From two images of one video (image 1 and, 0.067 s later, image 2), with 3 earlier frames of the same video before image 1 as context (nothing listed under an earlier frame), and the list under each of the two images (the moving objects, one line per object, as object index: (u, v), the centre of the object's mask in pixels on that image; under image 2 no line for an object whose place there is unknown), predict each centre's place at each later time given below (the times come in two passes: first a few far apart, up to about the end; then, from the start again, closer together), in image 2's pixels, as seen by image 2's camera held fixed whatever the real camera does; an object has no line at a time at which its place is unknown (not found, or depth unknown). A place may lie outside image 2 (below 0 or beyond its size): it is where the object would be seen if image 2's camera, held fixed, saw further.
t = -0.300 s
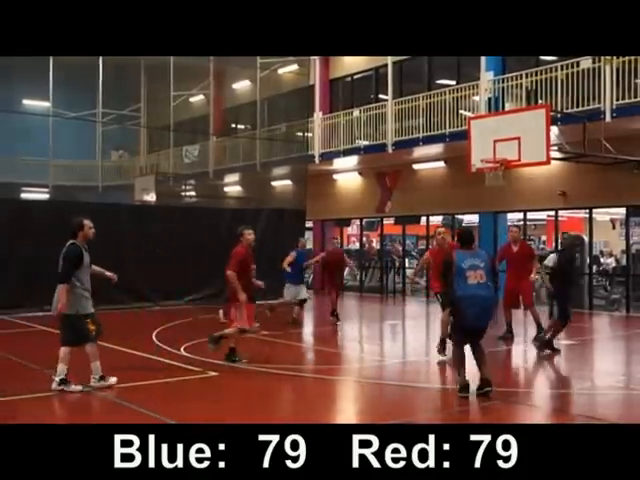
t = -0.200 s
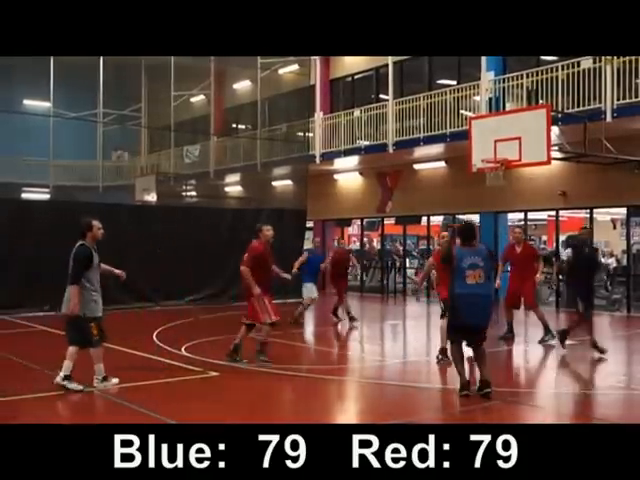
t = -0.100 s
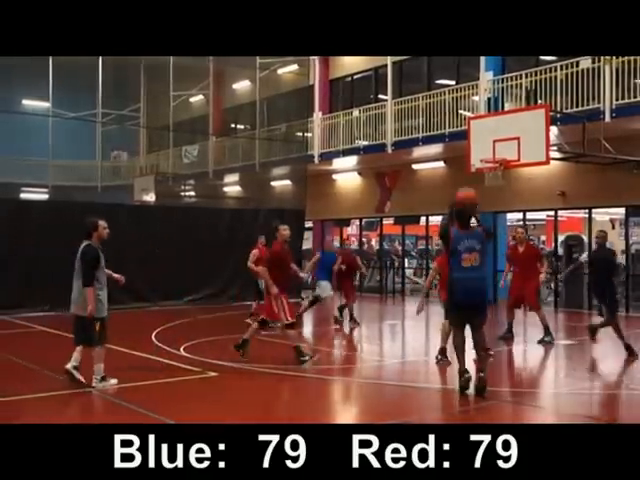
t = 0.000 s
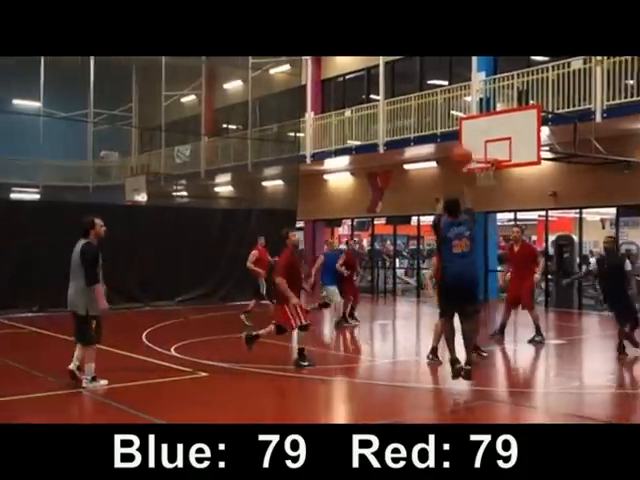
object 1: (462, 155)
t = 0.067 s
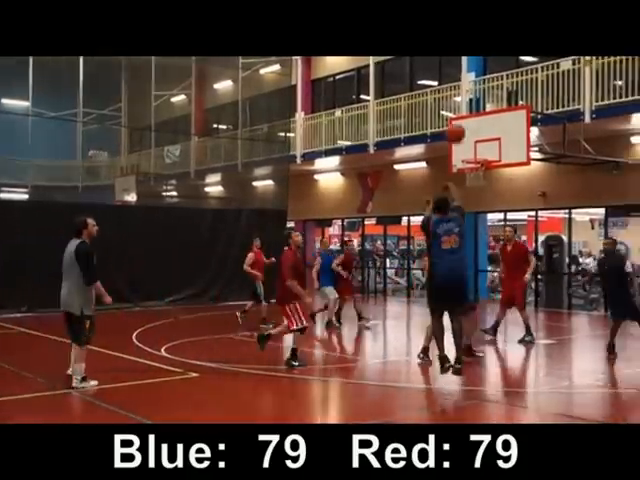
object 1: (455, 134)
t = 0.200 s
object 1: (461, 102)
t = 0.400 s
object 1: (468, 85)
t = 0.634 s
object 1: (474, 100)
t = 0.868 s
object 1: (479, 144)
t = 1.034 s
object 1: (466, 149)
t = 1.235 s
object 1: (460, 130)
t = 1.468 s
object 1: (455, 135)
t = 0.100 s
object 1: (456, 125)
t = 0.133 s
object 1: (459, 115)
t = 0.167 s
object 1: (459, 106)
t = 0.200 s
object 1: (461, 102)
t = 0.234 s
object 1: (463, 96)
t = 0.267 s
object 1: (464, 92)
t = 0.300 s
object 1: (465, 88)
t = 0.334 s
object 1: (466, 87)
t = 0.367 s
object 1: (467, 86)
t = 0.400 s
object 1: (468, 85)
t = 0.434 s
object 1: (468, 85)
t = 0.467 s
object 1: (470, 86)
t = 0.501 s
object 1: (470, 87)
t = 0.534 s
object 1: (471, 89)
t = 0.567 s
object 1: (472, 93)
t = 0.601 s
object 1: (473, 95)
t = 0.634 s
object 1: (474, 100)
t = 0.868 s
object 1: (479, 144)
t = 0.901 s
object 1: (480, 151)
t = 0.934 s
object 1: (479, 158)
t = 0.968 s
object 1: (469, 158)
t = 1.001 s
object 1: (466, 156)
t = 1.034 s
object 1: (466, 149)
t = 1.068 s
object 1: (465, 145)
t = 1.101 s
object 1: (464, 141)
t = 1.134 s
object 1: (463, 137)
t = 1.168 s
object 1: (462, 134)
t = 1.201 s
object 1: (461, 132)
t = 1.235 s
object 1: (460, 130)
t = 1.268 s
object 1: (460, 129)
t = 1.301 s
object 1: (459, 129)
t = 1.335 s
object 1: (458, 129)
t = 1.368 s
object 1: (458, 129)
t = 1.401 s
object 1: (457, 130)
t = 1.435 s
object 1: (456, 133)
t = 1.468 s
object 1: (455, 135)
